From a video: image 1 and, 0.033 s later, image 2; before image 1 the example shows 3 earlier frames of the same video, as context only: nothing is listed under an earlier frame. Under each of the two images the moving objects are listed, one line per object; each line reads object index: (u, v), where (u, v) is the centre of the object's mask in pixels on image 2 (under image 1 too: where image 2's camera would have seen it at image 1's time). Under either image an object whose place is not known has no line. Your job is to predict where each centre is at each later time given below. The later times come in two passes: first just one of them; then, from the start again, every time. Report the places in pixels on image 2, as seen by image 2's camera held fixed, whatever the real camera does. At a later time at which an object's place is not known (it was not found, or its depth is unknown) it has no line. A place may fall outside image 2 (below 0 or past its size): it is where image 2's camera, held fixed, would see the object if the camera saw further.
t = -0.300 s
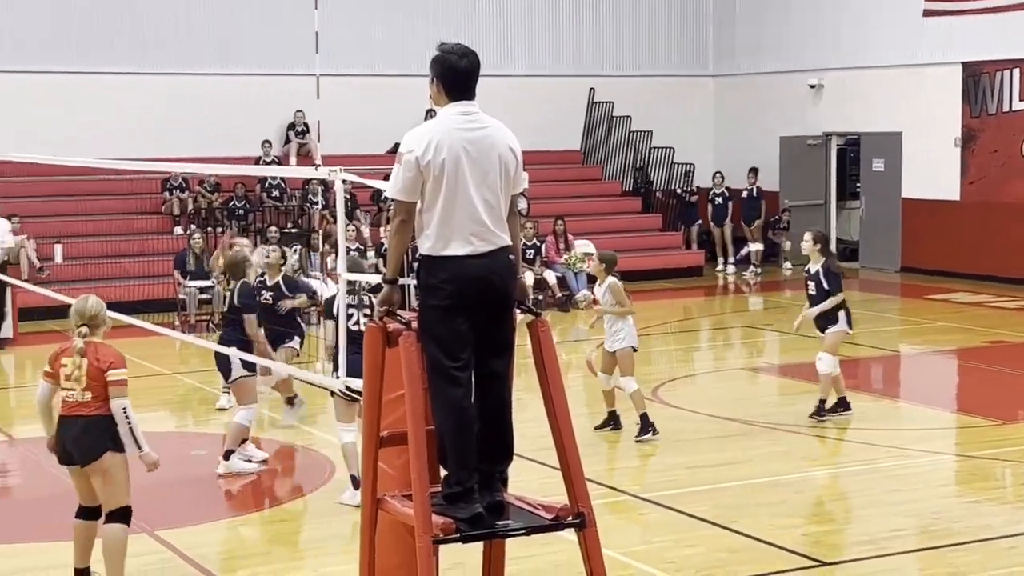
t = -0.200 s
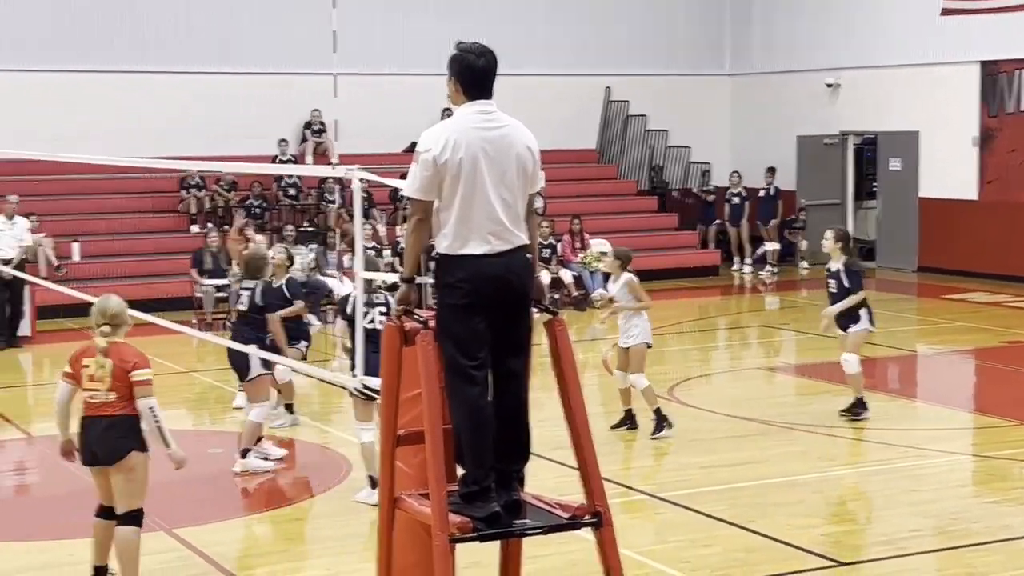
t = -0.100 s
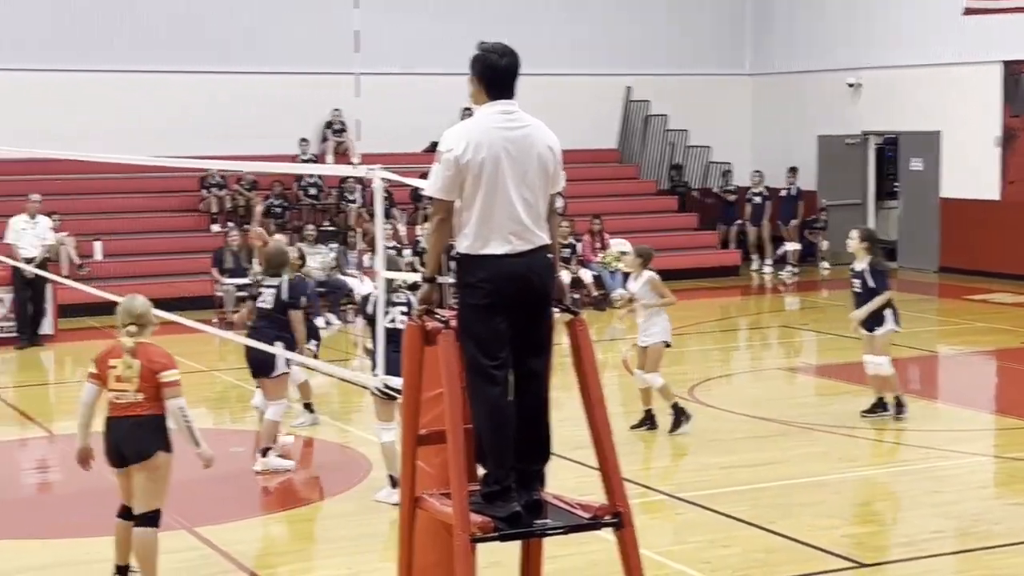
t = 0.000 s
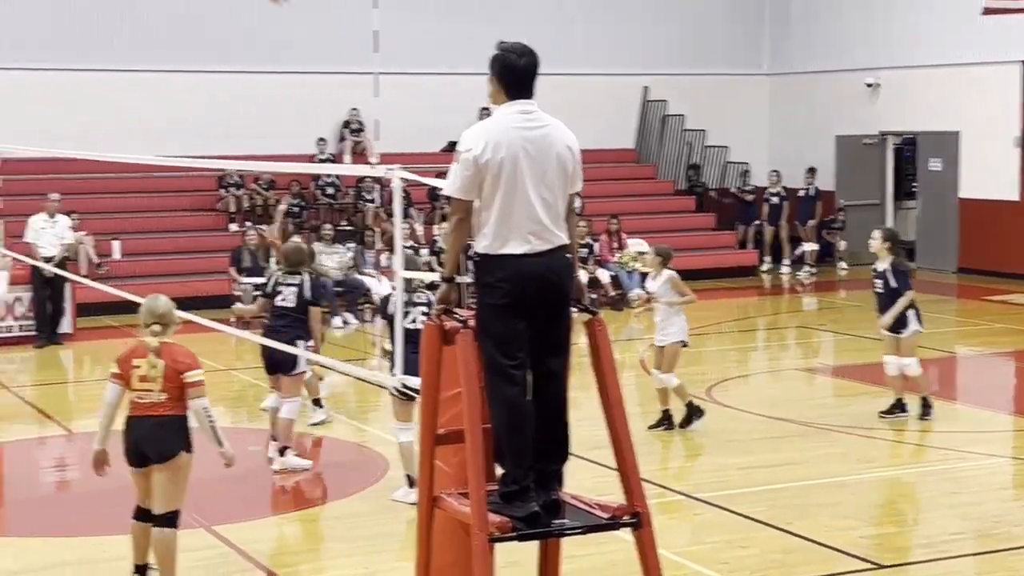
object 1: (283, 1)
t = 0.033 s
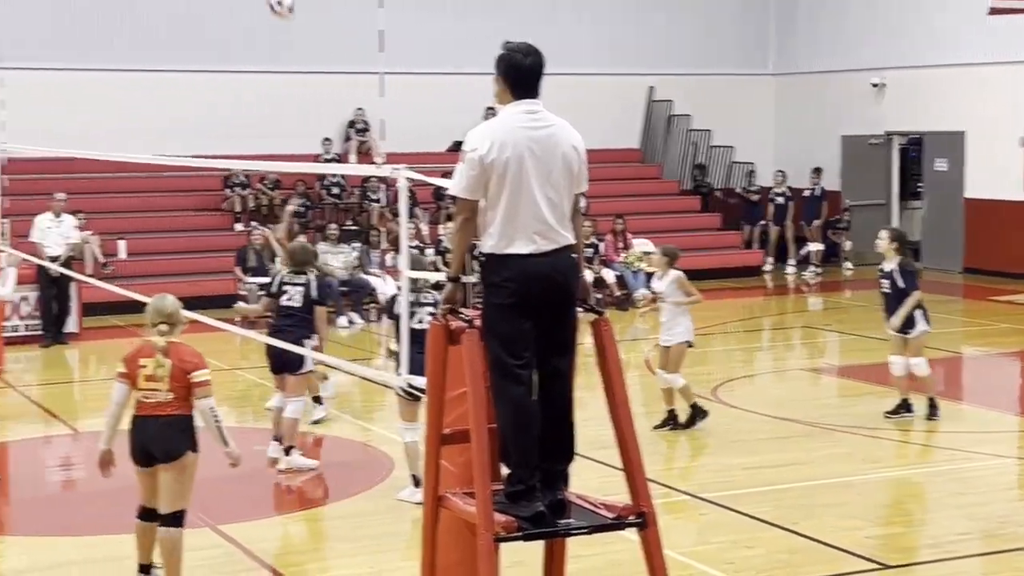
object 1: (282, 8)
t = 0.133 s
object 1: (275, 52)
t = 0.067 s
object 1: (279, 19)
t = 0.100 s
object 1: (277, 36)
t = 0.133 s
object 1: (275, 52)
